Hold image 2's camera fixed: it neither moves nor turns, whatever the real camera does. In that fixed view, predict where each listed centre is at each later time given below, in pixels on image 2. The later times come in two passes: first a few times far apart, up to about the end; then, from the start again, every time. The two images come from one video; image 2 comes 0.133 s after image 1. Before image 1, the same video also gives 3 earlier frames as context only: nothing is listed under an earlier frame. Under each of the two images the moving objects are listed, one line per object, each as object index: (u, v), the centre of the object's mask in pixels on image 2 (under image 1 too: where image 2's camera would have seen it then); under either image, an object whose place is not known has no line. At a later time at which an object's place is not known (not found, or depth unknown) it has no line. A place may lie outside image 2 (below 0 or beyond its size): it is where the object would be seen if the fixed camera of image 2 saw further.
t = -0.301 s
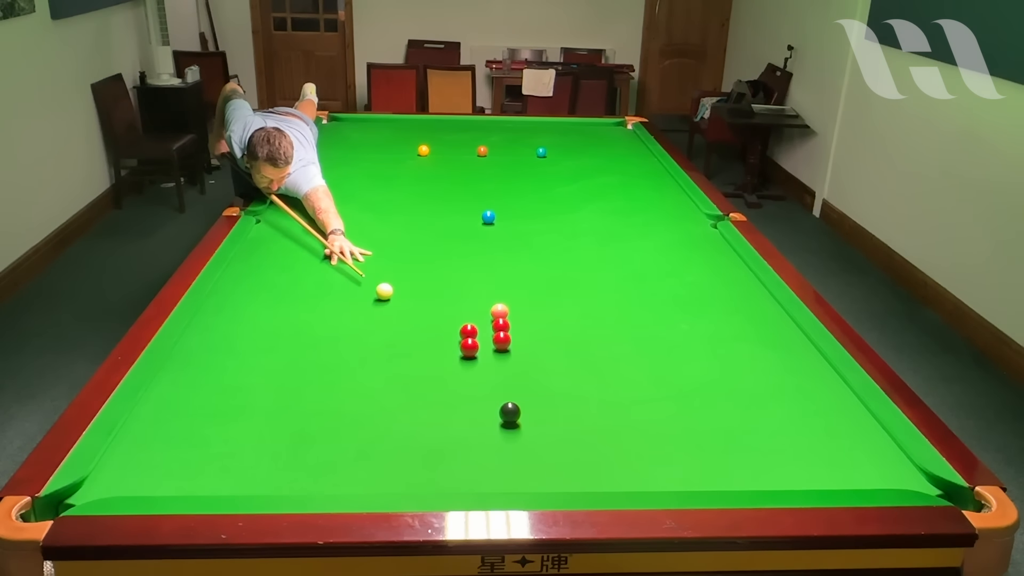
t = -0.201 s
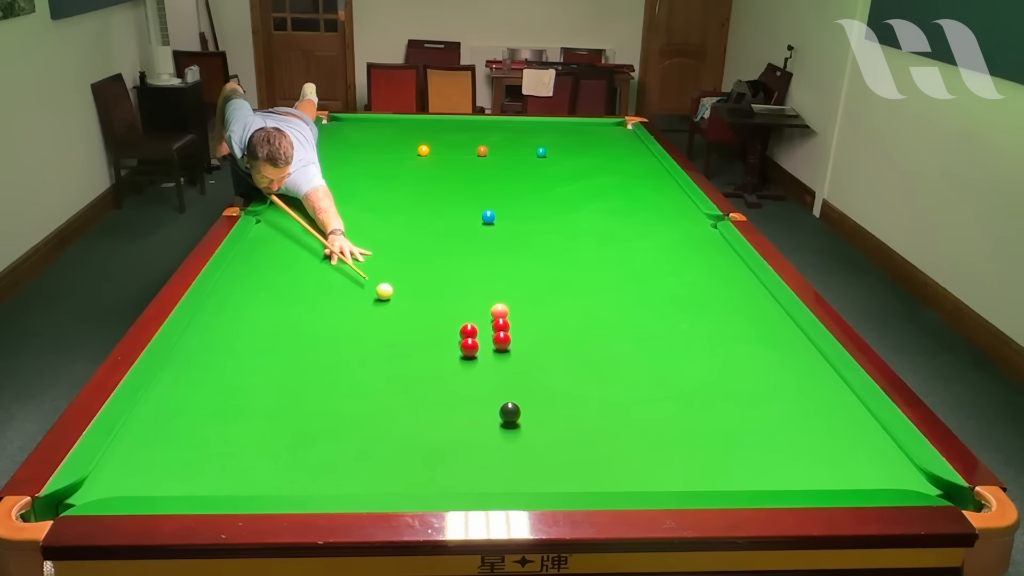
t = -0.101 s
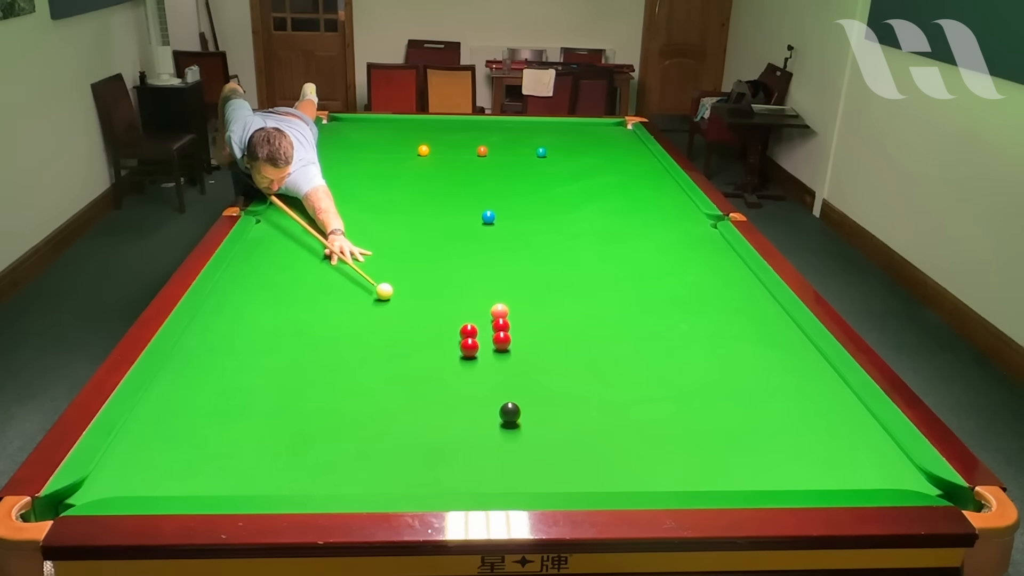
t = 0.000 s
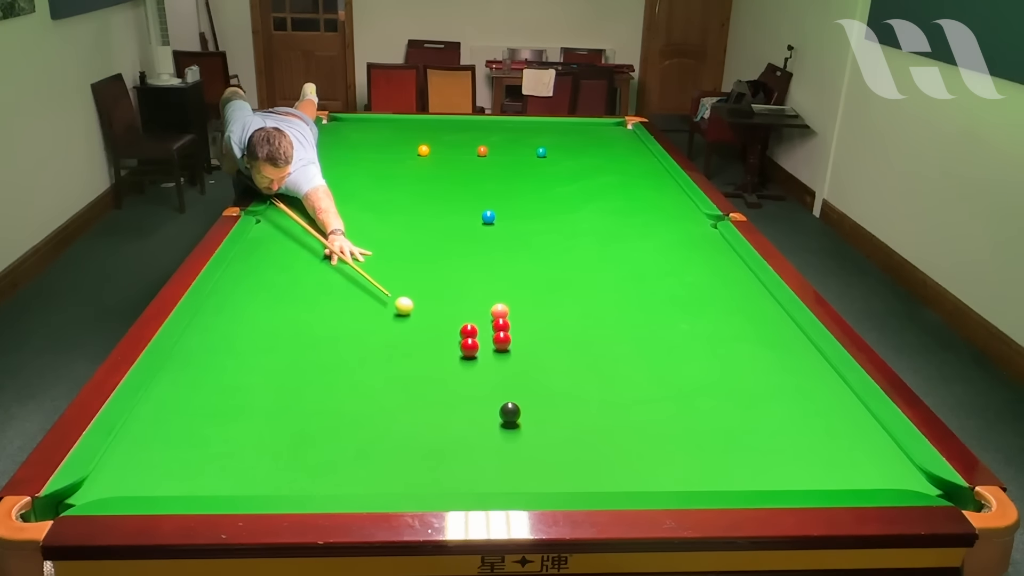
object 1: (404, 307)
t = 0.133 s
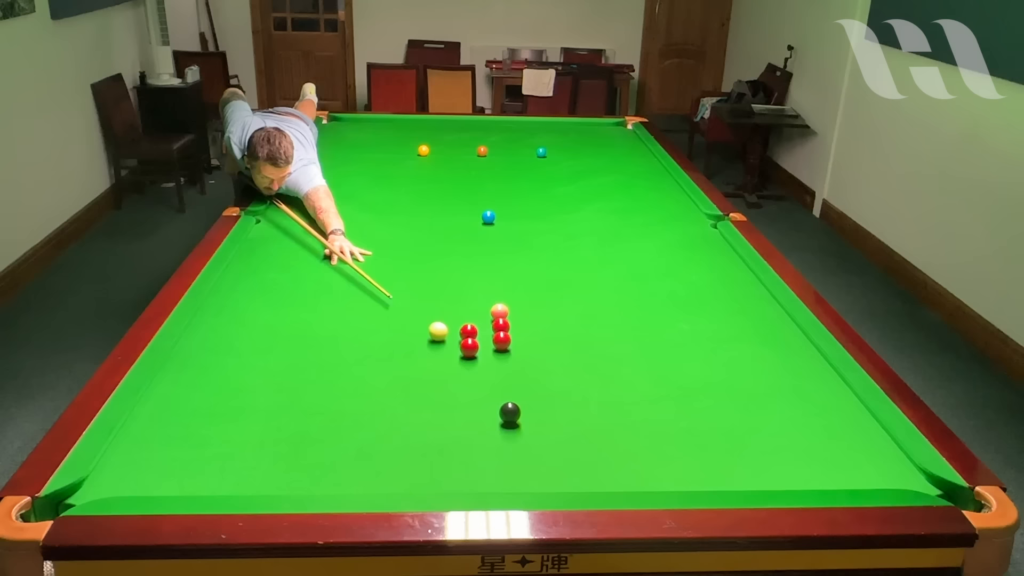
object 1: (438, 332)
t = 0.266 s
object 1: (447, 350)
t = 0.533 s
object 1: (438, 378)
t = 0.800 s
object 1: (431, 409)
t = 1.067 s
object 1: (424, 444)
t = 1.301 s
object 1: (417, 477)
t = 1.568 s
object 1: (410, 474)
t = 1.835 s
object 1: (406, 453)
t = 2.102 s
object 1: (402, 434)
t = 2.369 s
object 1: (398, 418)
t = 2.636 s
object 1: (395, 404)
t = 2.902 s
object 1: (392, 392)
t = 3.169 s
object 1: (389, 382)
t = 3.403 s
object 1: (387, 376)
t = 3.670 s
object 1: (385, 368)
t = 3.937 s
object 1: (383, 362)
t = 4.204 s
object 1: (382, 357)
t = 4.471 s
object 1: (382, 353)
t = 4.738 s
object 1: (382, 349)
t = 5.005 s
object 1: (382, 347)
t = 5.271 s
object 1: (381, 346)
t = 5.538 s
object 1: (381, 345)
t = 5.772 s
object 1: (381, 345)
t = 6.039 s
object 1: (381, 345)
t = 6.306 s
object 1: (381, 345)
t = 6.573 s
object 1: (381, 345)
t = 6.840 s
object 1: (381, 345)
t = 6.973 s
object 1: (381, 345)
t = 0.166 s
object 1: (446, 338)
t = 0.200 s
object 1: (452, 344)
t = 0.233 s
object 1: (449, 347)
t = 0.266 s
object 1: (447, 350)
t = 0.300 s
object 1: (445, 353)
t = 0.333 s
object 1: (444, 356)
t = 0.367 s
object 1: (443, 360)
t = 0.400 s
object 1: (442, 363)
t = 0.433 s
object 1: (441, 367)
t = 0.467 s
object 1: (440, 371)
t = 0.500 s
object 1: (439, 374)
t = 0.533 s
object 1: (438, 378)
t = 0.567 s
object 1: (438, 382)
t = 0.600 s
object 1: (437, 386)
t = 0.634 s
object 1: (436, 389)
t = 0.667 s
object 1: (435, 393)
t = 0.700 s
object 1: (434, 397)
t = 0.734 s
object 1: (433, 401)
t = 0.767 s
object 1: (432, 405)
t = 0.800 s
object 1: (431, 409)
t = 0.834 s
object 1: (431, 414)
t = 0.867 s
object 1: (430, 418)
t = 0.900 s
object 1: (429, 422)
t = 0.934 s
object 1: (428, 426)
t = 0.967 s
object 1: (427, 431)
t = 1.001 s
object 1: (426, 435)
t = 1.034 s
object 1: (425, 440)
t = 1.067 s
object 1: (424, 444)
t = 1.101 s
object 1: (423, 449)
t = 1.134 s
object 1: (422, 453)
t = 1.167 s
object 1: (421, 458)
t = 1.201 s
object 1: (420, 463)
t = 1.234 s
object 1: (419, 468)
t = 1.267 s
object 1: (418, 473)
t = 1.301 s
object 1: (417, 477)
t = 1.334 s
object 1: (416, 480)
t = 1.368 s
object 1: (415, 482)
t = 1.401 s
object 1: (414, 485)
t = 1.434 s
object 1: (413, 484)
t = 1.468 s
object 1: (412, 482)
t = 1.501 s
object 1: (412, 481)
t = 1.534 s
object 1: (411, 479)
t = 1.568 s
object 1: (410, 474)
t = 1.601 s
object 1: (410, 472)
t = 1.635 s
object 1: (409, 469)
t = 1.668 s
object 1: (408, 466)
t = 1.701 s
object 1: (408, 463)
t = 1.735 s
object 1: (407, 461)
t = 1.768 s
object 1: (407, 458)
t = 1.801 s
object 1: (406, 455)
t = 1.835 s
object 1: (406, 453)
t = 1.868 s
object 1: (405, 450)
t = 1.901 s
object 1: (405, 448)
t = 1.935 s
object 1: (404, 446)
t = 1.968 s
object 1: (404, 443)
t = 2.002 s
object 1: (403, 441)
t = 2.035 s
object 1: (403, 439)
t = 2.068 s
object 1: (402, 436)
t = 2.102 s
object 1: (402, 434)
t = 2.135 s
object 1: (401, 432)
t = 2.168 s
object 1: (401, 430)
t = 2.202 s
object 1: (400, 428)
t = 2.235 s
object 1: (400, 426)
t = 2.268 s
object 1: (400, 424)
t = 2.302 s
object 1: (399, 422)
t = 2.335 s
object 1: (399, 420)
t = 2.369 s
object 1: (398, 418)
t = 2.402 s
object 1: (398, 416)
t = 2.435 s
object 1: (398, 414)
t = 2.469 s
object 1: (397, 413)
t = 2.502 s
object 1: (397, 411)
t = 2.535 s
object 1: (396, 409)
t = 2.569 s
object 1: (396, 408)
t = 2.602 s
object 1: (395, 406)
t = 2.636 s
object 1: (395, 404)
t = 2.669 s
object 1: (394, 403)
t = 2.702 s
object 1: (394, 401)
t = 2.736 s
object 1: (394, 400)
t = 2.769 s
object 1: (393, 398)
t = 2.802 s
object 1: (393, 397)
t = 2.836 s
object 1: (393, 395)
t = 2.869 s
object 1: (392, 394)
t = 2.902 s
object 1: (392, 392)
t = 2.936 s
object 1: (391, 391)
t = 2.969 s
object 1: (391, 390)
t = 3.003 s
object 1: (391, 388)
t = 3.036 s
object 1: (390, 387)
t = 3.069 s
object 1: (390, 386)
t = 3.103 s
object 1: (390, 385)
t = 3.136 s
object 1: (389, 384)
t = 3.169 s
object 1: (389, 382)
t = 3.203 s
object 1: (389, 381)
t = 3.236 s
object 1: (388, 380)
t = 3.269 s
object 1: (388, 379)
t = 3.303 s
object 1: (388, 378)
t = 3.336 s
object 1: (387, 377)
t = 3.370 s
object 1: (387, 377)
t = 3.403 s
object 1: (387, 376)
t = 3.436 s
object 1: (387, 375)
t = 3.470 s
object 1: (386, 374)
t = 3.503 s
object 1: (386, 373)
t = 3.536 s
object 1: (386, 372)
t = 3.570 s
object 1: (386, 371)
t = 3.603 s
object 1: (385, 370)
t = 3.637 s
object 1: (385, 369)
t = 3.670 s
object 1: (385, 368)
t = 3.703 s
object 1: (385, 367)
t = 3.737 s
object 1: (384, 367)
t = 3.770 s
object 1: (384, 366)
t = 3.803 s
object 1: (384, 365)
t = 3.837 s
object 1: (383, 365)
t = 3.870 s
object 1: (383, 364)
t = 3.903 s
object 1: (383, 363)
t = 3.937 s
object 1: (383, 362)
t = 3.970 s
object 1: (383, 362)
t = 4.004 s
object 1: (383, 361)
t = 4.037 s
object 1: (382, 360)
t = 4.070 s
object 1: (382, 360)
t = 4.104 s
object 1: (382, 359)
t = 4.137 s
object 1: (382, 358)
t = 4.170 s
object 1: (382, 358)
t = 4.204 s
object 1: (382, 357)
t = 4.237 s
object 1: (382, 356)
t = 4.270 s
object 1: (382, 356)
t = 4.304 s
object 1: (382, 355)
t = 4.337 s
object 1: (382, 355)
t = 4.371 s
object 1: (382, 354)
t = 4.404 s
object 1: (382, 354)
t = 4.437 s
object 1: (382, 353)
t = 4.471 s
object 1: (382, 353)
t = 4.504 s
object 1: (382, 352)
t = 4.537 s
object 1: (382, 352)
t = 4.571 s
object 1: (382, 351)
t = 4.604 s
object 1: (382, 351)
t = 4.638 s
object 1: (382, 350)
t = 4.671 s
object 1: (382, 350)
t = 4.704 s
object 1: (382, 350)
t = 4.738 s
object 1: (382, 349)
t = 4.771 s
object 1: (382, 349)
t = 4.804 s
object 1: (382, 349)
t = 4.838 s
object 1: (382, 348)
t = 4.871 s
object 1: (382, 348)
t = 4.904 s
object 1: (382, 348)
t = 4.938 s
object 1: (382, 347)
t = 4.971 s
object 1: (382, 347)
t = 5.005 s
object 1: (382, 347)
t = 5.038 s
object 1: (382, 347)
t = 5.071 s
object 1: (382, 347)
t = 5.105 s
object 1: (382, 346)
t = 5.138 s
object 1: (382, 346)
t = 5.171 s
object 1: (382, 346)
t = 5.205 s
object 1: (381, 346)
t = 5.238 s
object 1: (381, 346)
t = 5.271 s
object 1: (381, 346)
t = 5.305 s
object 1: (381, 346)
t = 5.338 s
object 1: (381, 345)
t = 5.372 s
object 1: (381, 345)
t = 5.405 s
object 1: (381, 345)
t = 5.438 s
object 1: (381, 345)
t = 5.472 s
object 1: (381, 345)
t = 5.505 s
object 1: (381, 345)
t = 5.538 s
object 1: (381, 345)
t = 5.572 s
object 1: (381, 345)
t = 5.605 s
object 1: (381, 345)
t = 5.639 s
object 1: (381, 345)
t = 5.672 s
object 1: (381, 345)
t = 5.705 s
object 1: (381, 345)
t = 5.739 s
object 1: (381, 345)
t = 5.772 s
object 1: (381, 345)
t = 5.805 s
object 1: (381, 345)
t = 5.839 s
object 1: (381, 345)
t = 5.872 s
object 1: (381, 345)
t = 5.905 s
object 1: (381, 345)
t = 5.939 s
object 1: (381, 345)
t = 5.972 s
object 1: (381, 345)
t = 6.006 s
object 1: (381, 345)
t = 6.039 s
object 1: (381, 345)
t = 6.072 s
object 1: (381, 345)
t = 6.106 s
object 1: (381, 345)
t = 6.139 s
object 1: (381, 345)
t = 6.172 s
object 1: (381, 345)
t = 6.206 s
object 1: (381, 345)
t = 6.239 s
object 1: (381, 345)
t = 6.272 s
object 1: (381, 345)
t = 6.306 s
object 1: (381, 345)
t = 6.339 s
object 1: (381, 345)
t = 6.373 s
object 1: (381, 345)
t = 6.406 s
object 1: (381, 345)
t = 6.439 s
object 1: (381, 345)
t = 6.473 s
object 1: (381, 345)
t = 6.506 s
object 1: (381, 345)
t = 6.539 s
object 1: (381, 345)
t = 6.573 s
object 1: (381, 345)
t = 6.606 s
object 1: (381, 345)
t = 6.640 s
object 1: (381, 345)
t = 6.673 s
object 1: (381, 345)
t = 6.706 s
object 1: (381, 345)
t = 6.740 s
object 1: (381, 345)
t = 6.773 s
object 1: (381, 345)
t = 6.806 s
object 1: (381, 345)
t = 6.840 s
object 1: (381, 345)
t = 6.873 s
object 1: (381, 345)
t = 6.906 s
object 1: (381, 345)
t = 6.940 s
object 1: (381, 345)
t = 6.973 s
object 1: (381, 345)
